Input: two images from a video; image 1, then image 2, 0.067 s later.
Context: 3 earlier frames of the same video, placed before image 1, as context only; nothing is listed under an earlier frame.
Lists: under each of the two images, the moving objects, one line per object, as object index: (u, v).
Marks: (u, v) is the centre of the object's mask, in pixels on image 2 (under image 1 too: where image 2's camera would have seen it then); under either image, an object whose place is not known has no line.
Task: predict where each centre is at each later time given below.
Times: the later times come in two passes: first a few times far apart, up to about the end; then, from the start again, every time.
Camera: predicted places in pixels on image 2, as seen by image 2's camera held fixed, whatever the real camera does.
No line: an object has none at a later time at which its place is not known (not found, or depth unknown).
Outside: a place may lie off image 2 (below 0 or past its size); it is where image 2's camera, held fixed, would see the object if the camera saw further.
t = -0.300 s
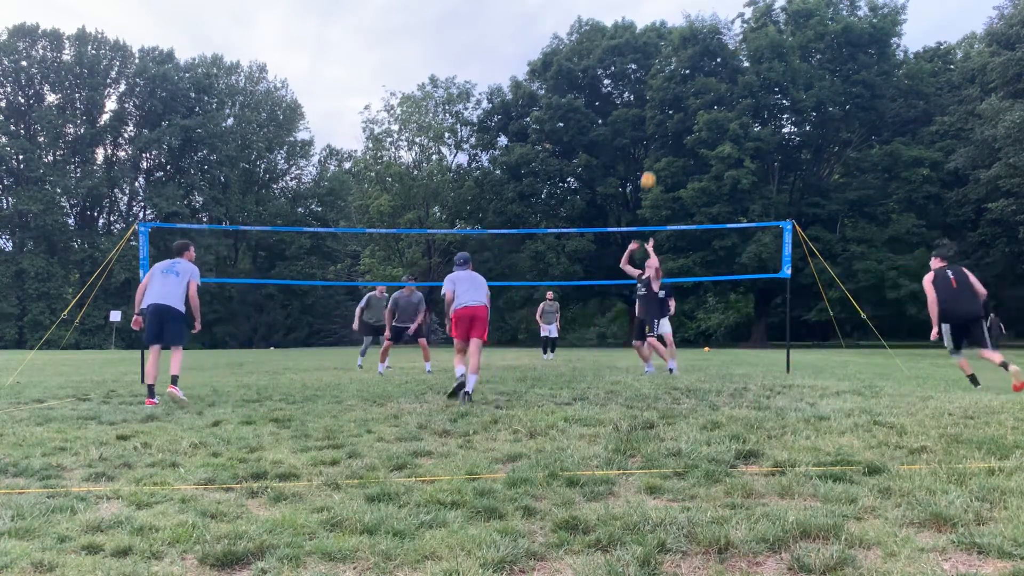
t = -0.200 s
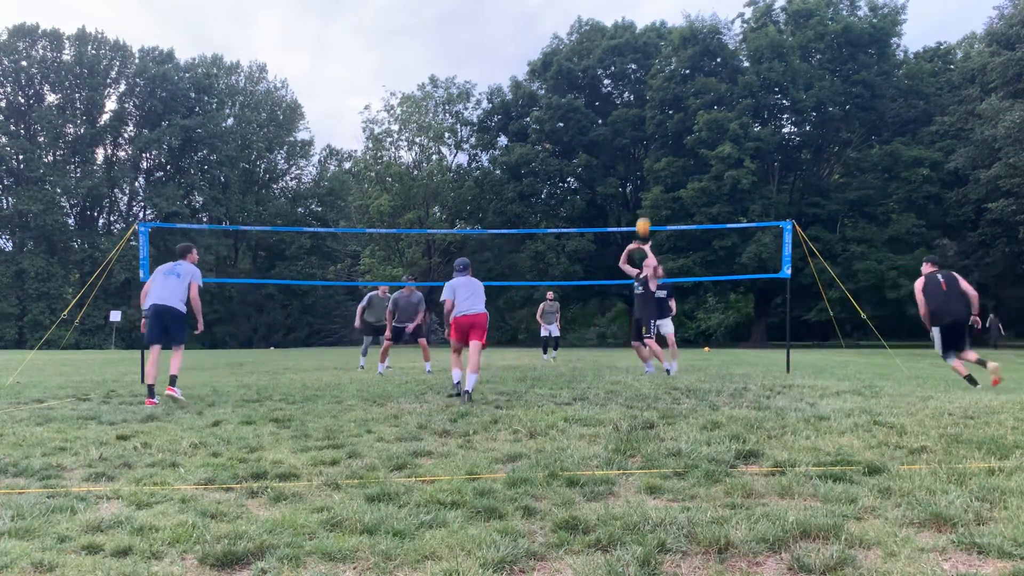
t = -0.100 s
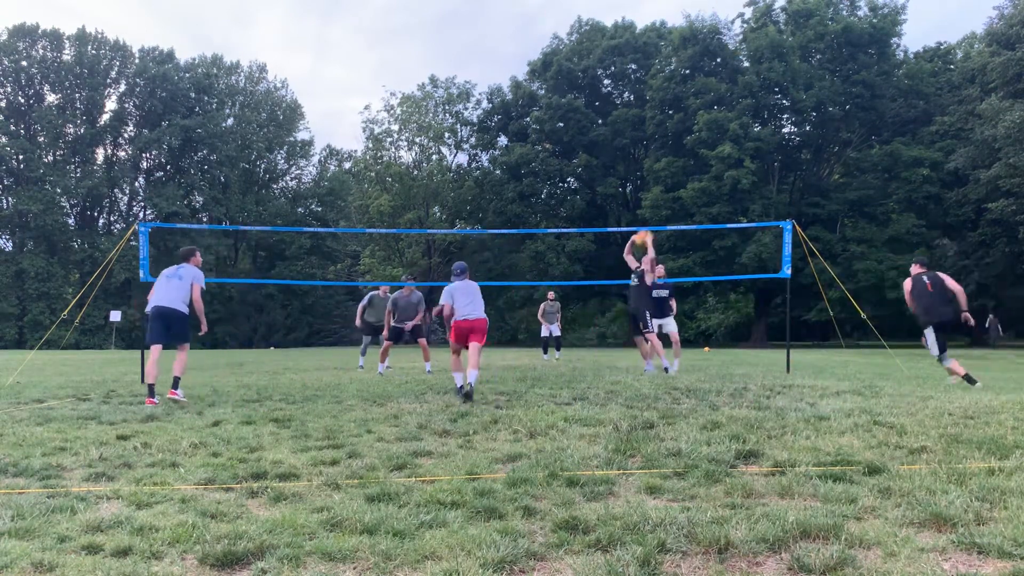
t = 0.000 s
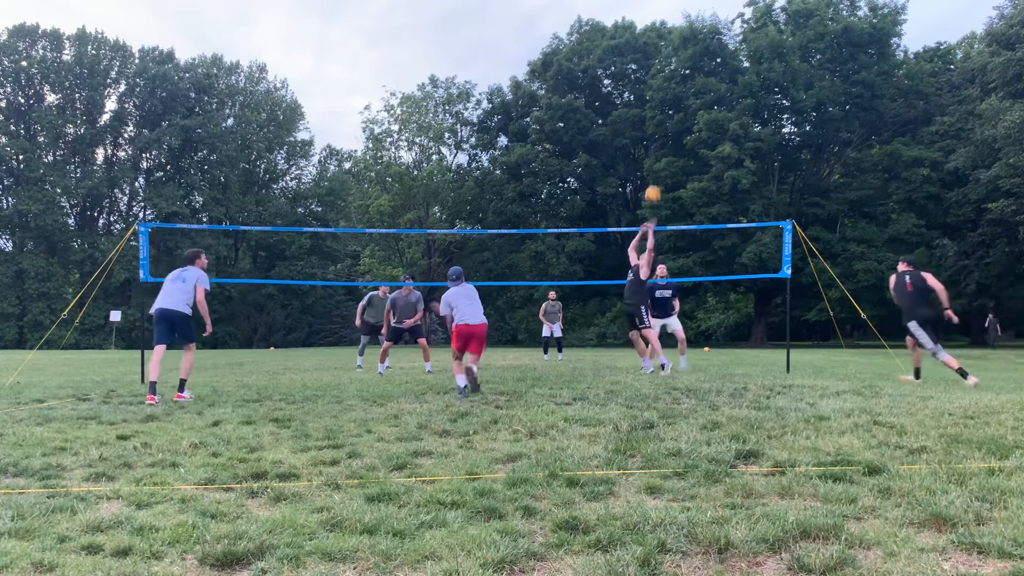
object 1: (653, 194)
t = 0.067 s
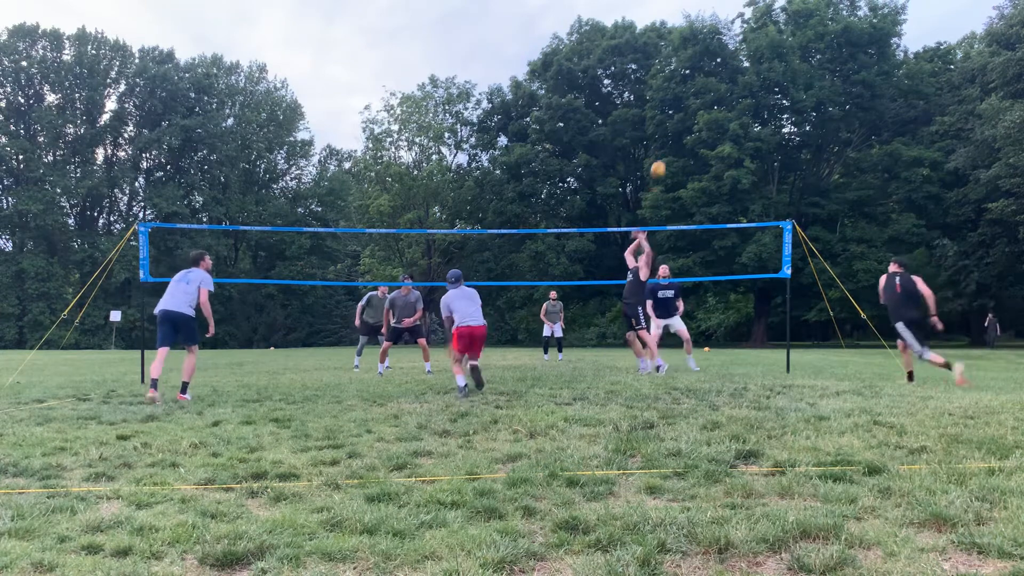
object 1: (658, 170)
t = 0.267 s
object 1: (676, 112)
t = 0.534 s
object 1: (700, 80)
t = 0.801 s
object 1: (725, 94)
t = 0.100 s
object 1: (661, 157)
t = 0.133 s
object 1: (664, 147)
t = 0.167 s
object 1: (667, 137)
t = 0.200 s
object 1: (670, 128)
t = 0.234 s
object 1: (673, 120)
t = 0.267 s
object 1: (676, 112)
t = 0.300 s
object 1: (679, 107)
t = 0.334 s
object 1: (682, 101)
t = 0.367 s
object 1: (686, 95)
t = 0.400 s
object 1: (688, 90)
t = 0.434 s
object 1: (691, 87)
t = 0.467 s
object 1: (694, 84)
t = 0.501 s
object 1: (697, 82)
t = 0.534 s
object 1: (700, 80)
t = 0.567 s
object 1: (703, 79)
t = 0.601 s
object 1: (706, 79)
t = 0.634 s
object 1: (709, 80)
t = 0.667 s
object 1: (712, 81)
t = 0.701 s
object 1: (716, 83)
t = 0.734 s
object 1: (718, 86)
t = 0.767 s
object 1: (722, 90)
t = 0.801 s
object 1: (725, 94)
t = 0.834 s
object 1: (728, 99)
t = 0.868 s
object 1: (731, 105)
